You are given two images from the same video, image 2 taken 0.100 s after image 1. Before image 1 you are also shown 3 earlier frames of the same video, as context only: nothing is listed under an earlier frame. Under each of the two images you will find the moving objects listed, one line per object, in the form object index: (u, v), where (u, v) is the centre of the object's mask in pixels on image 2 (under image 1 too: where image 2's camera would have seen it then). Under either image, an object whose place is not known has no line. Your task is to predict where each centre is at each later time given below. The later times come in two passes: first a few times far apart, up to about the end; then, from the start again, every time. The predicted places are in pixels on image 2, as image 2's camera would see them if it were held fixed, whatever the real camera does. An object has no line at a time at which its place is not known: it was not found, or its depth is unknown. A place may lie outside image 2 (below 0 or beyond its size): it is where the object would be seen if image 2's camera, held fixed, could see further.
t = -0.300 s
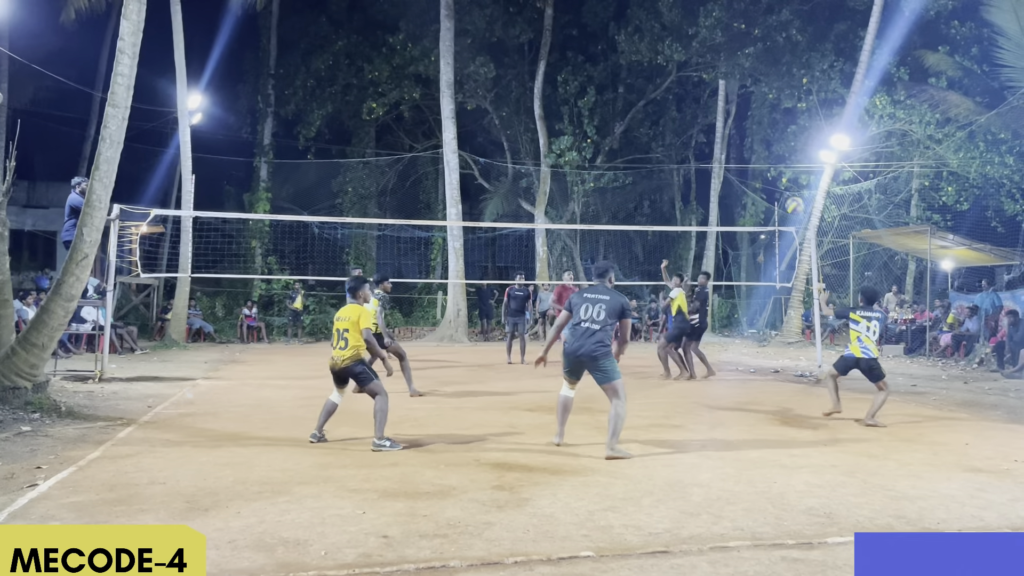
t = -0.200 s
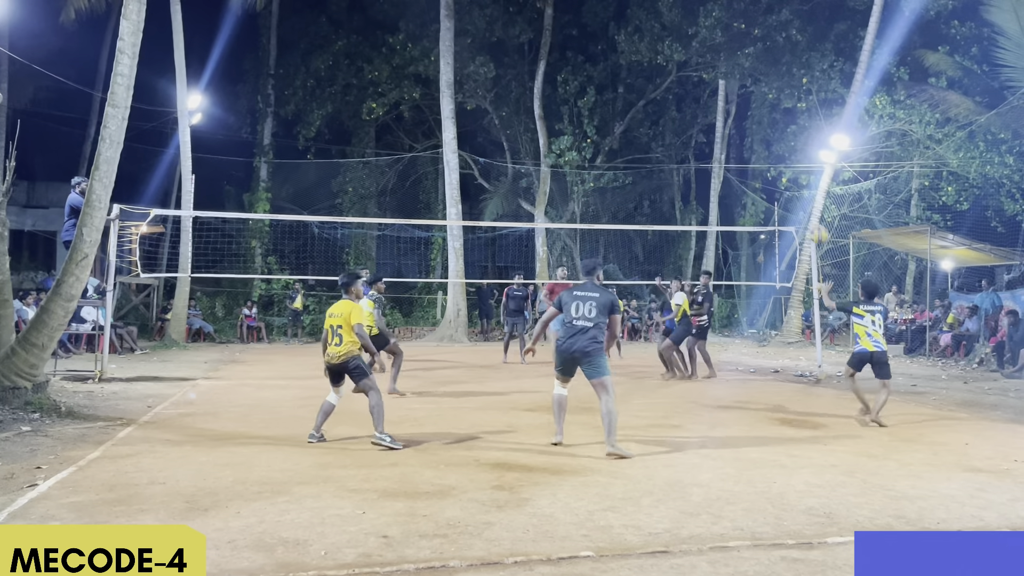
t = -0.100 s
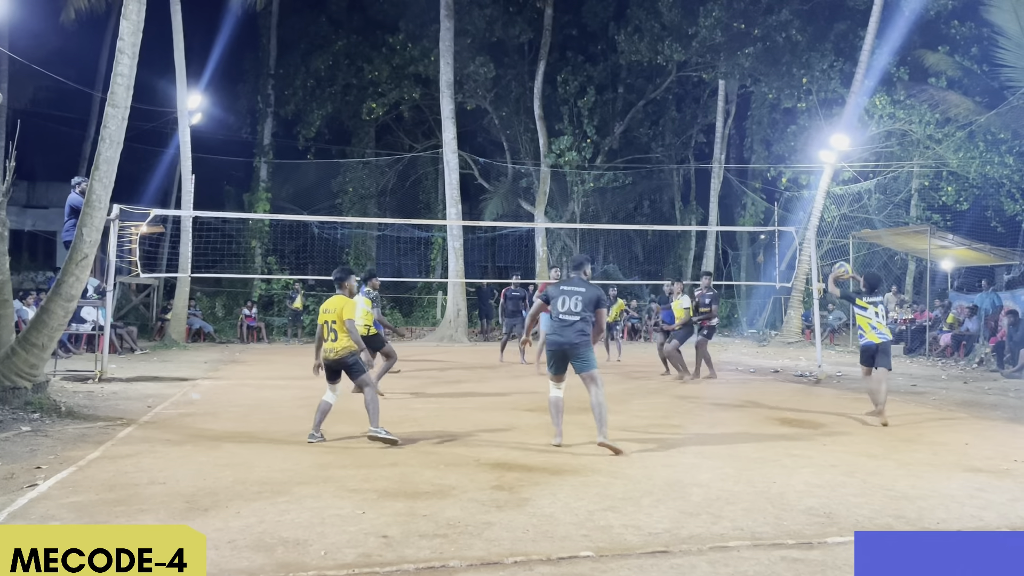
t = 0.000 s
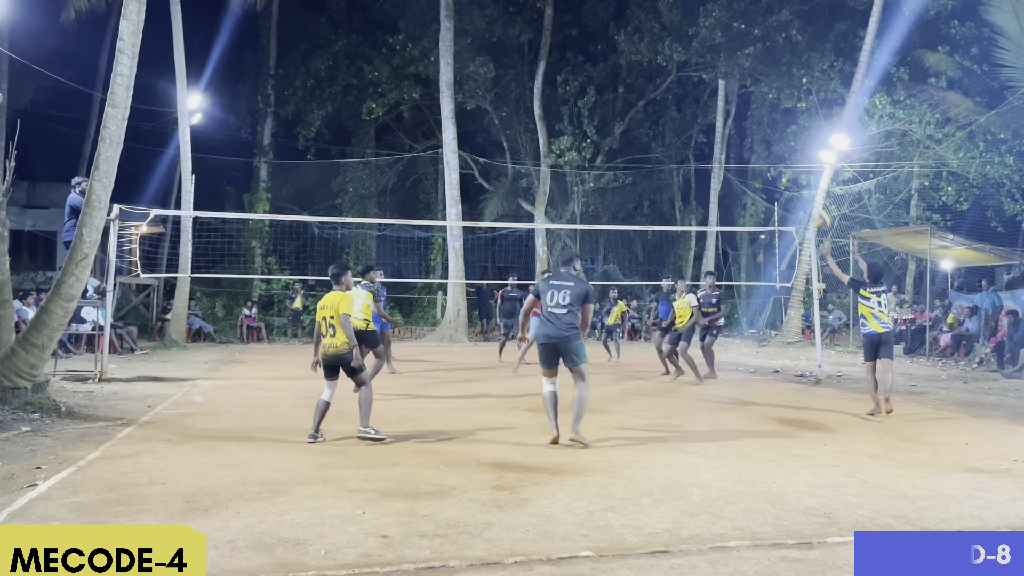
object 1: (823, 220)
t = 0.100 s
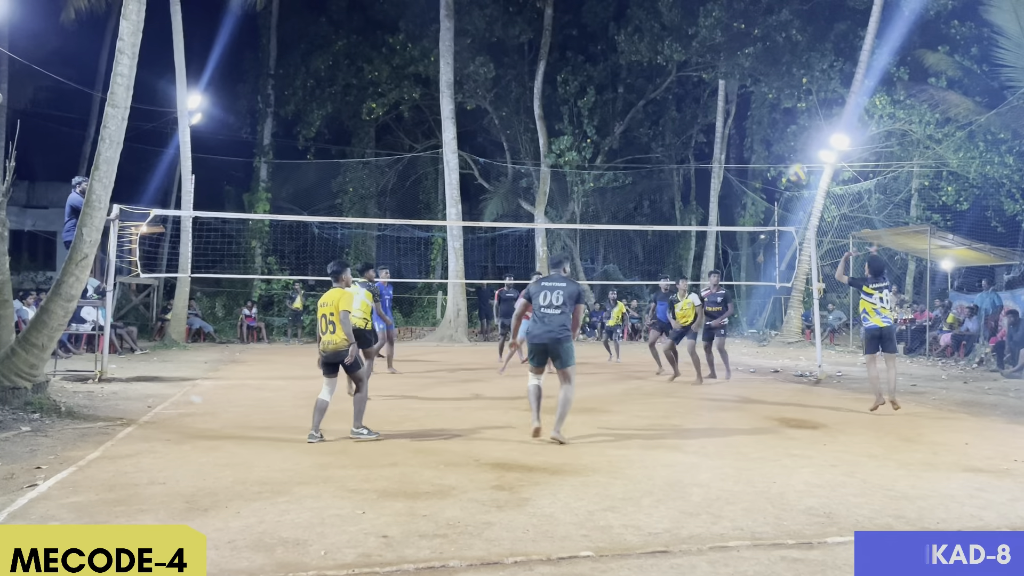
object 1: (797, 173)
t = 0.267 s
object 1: (763, 120)
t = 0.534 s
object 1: (712, 89)
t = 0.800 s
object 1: (671, 112)
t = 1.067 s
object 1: (633, 177)
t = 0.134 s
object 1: (790, 159)
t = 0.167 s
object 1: (783, 148)
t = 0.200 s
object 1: (776, 138)
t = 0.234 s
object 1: (770, 128)
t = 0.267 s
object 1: (763, 120)
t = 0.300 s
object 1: (756, 113)
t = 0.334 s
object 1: (750, 107)
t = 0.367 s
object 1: (743, 102)
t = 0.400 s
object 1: (737, 98)
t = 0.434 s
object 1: (732, 94)
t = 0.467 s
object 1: (725, 91)
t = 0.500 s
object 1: (719, 90)
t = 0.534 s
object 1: (712, 89)
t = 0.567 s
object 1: (708, 89)
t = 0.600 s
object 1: (702, 90)
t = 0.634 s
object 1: (697, 92)
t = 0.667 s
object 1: (691, 95)
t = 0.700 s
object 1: (686, 98)
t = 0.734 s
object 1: (681, 102)
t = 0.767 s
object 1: (675, 107)
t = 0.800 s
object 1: (671, 112)
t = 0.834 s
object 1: (665, 118)
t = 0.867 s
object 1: (660, 124)
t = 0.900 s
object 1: (656, 132)
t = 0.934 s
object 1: (651, 139)
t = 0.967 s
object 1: (646, 148)
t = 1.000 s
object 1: (642, 157)
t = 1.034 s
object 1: (637, 167)
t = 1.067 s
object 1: (633, 177)
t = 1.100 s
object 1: (629, 188)
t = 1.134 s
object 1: (624, 199)
